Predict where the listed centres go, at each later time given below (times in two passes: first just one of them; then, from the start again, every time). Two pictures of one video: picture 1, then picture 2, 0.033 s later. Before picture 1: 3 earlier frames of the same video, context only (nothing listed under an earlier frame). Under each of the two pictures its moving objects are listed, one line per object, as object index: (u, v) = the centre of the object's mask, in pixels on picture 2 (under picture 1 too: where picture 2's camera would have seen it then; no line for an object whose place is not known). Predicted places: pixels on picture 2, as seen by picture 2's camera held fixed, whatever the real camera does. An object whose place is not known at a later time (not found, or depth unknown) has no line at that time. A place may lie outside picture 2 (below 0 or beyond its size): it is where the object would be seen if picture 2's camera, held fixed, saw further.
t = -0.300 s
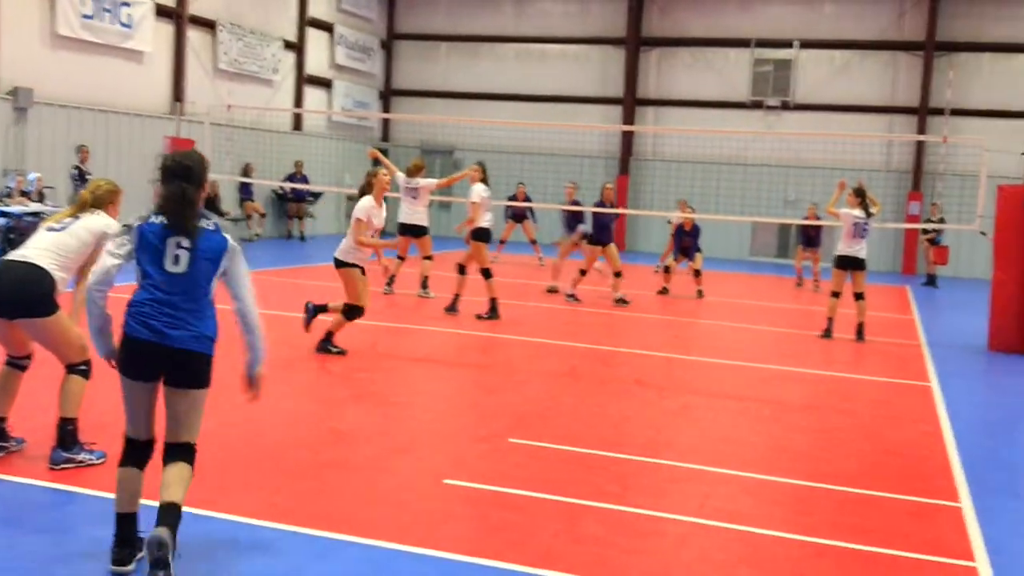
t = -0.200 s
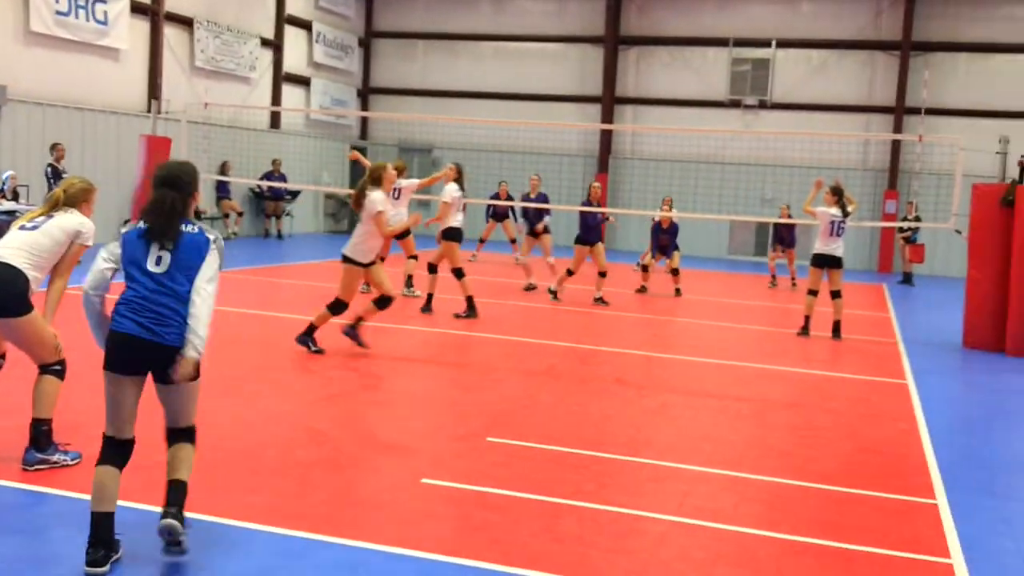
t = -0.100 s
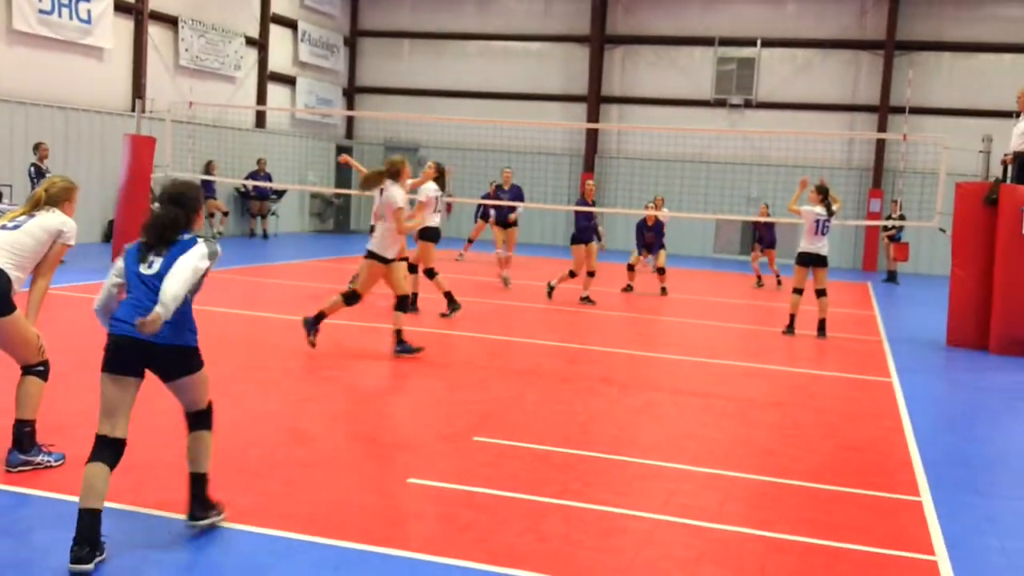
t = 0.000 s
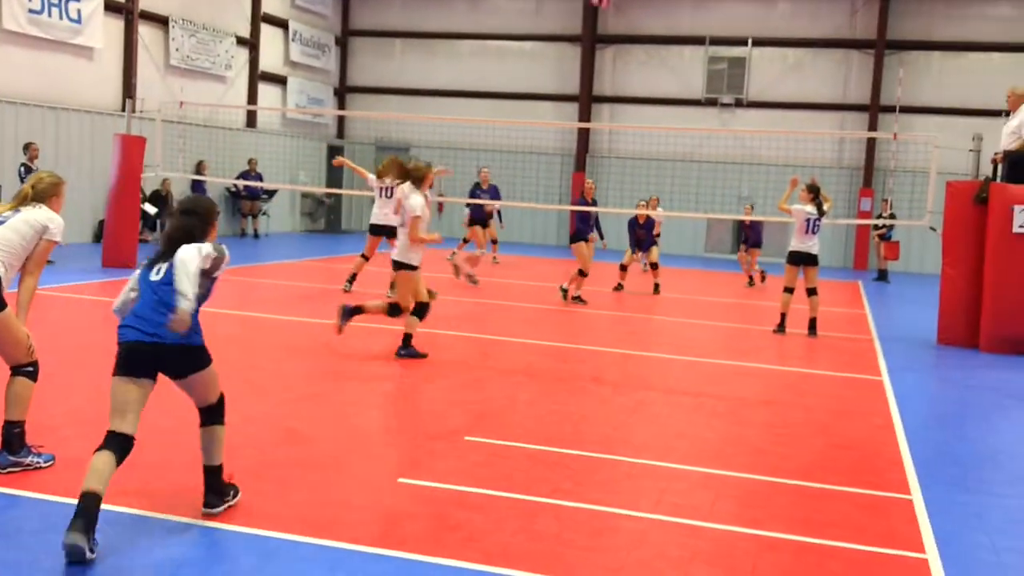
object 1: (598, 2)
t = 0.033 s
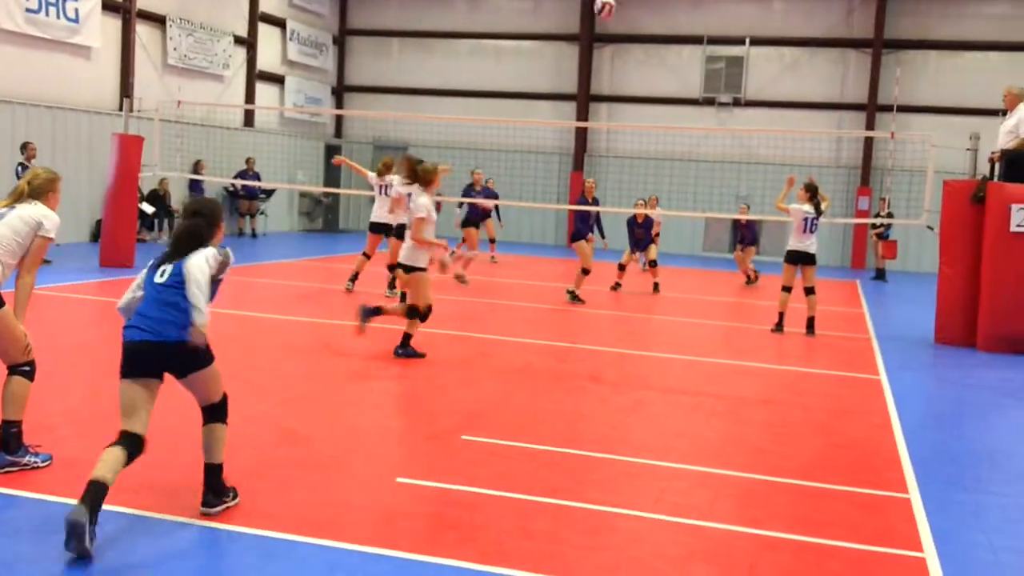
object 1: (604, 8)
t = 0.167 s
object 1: (624, 57)
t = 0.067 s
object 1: (610, 17)
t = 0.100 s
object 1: (615, 31)
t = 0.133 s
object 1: (620, 43)
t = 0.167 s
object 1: (624, 57)
